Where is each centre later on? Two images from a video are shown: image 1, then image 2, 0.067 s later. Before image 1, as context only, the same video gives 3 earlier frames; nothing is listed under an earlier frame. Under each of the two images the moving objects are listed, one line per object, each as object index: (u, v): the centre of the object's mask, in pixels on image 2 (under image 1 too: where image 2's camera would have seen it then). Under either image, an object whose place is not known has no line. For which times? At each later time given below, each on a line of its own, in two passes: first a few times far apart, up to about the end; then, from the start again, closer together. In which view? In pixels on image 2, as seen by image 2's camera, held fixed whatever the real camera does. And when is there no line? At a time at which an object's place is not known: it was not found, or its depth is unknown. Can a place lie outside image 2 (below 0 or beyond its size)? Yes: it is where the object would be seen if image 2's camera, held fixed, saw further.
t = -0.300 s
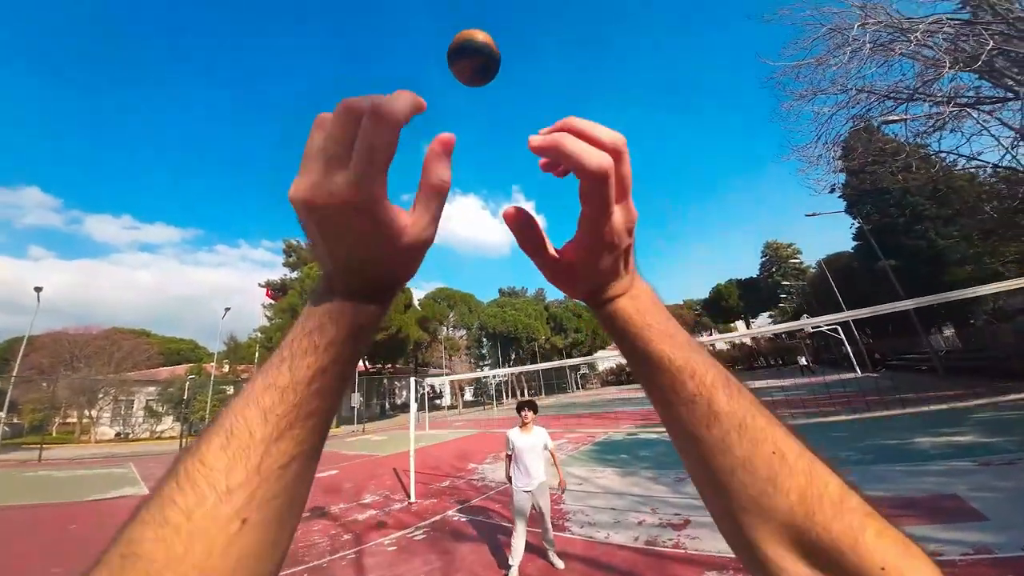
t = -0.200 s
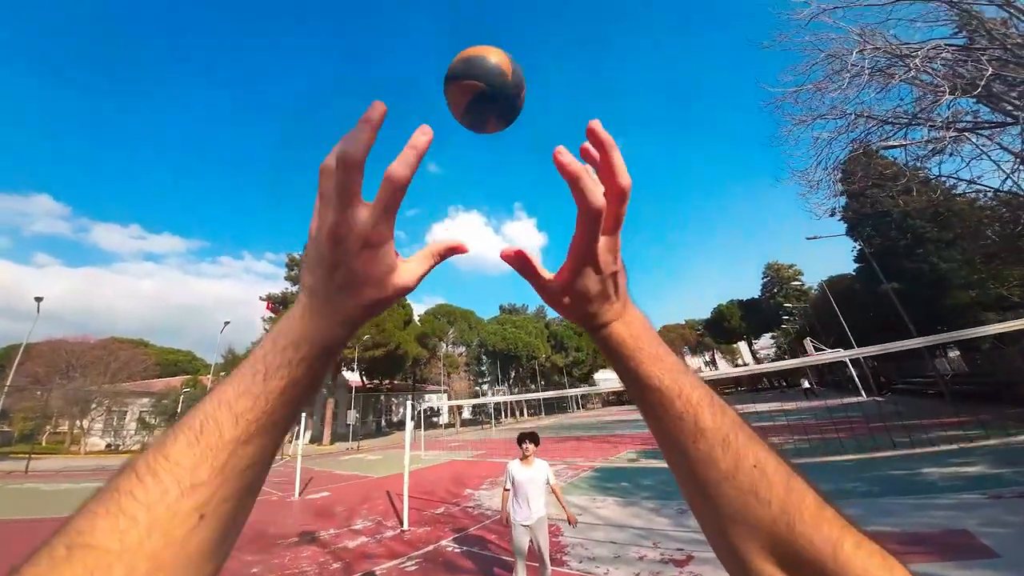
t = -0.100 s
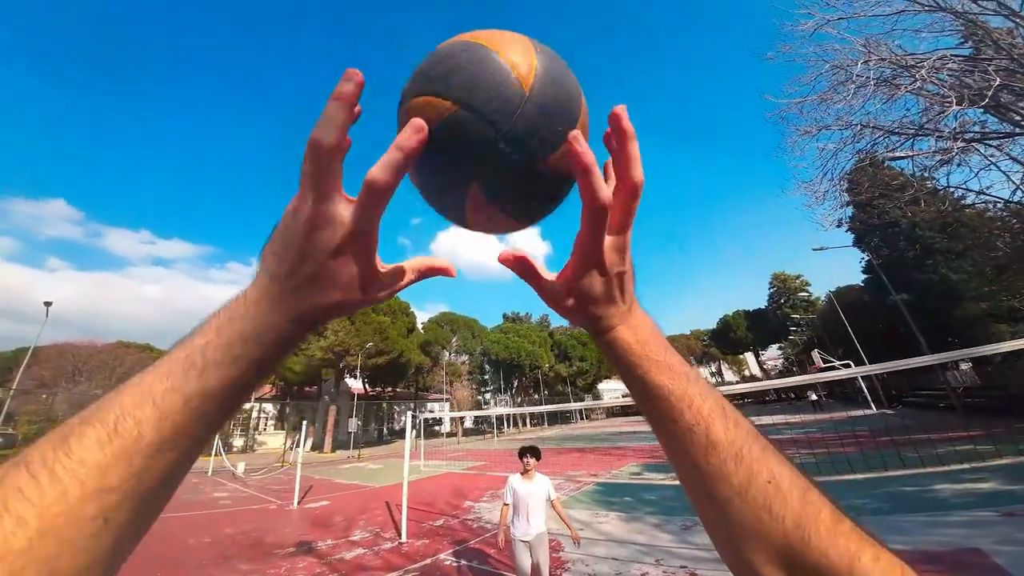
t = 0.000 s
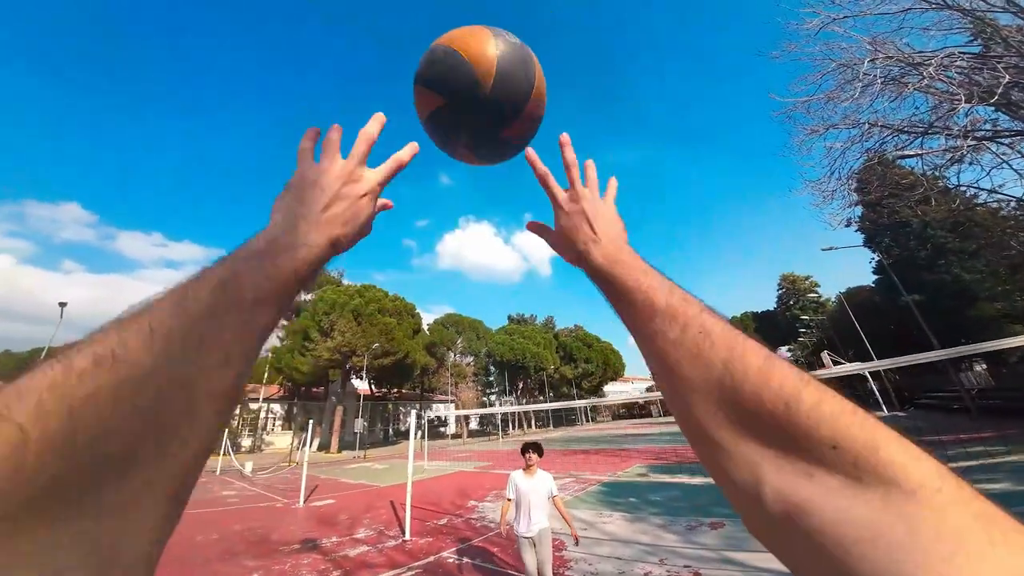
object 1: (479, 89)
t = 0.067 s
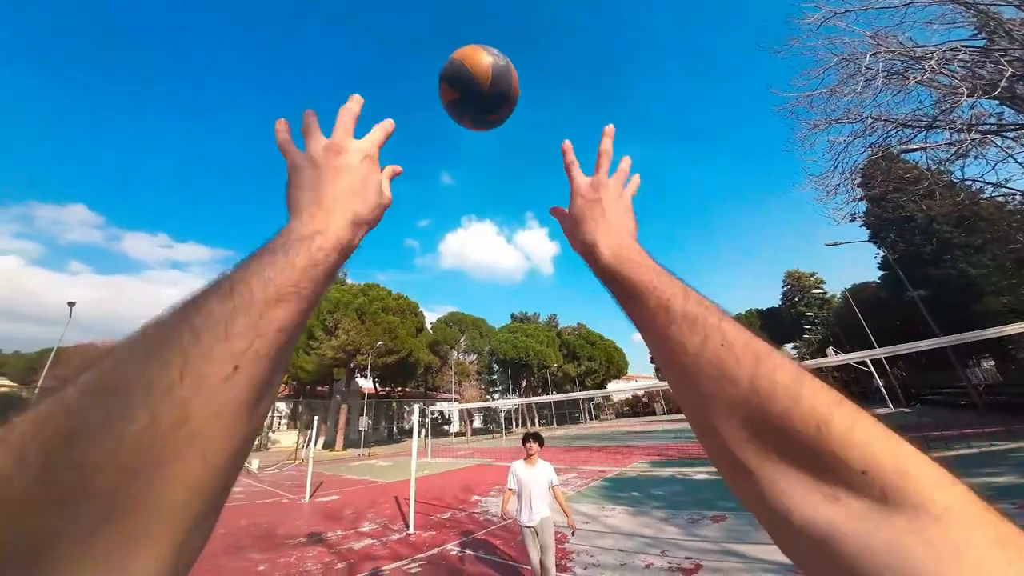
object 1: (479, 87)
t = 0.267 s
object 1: (481, 108)
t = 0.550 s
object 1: (506, 208)
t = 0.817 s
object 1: (540, 336)
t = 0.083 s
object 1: (478, 88)
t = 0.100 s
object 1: (478, 88)
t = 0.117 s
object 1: (478, 89)
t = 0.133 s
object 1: (478, 90)
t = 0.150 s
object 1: (479, 91)
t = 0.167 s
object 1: (479, 93)
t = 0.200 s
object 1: (481, 96)
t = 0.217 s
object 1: (481, 97)
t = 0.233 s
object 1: (481, 99)
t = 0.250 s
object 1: (480, 103)
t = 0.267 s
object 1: (481, 108)
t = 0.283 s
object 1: (482, 113)
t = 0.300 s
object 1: (484, 119)
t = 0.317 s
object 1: (485, 125)
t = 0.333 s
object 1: (486, 131)
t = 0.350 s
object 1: (488, 138)
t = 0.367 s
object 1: (489, 144)
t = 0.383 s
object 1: (490, 151)
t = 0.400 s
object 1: (492, 157)
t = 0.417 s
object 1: (493, 163)
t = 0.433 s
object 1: (494, 168)
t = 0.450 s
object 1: (496, 174)
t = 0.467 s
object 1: (497, 180)
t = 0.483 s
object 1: (499, 185)
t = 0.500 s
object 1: (501, 191)
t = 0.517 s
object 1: (502, 196)
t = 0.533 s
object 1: (504, 202)
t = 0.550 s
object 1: (506, 208)
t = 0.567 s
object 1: (507, 214)
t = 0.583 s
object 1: (509, 221)
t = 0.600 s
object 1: (511, 227)
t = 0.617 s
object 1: (513, 234)
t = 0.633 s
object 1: (515, 241)
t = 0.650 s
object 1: (517, 248)
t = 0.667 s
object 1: (519, 255)
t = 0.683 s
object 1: (521, 263)
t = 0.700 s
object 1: (523, 271)
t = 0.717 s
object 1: (525, 280)
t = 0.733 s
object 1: (527, 288)
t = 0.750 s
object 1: (530, 297)
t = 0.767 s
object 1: (533, 306)
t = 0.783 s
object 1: (536, 316)
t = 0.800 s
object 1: (536, 325)
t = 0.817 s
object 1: (540, 336)
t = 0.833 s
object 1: (543, 346)
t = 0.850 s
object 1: (544, 355)
